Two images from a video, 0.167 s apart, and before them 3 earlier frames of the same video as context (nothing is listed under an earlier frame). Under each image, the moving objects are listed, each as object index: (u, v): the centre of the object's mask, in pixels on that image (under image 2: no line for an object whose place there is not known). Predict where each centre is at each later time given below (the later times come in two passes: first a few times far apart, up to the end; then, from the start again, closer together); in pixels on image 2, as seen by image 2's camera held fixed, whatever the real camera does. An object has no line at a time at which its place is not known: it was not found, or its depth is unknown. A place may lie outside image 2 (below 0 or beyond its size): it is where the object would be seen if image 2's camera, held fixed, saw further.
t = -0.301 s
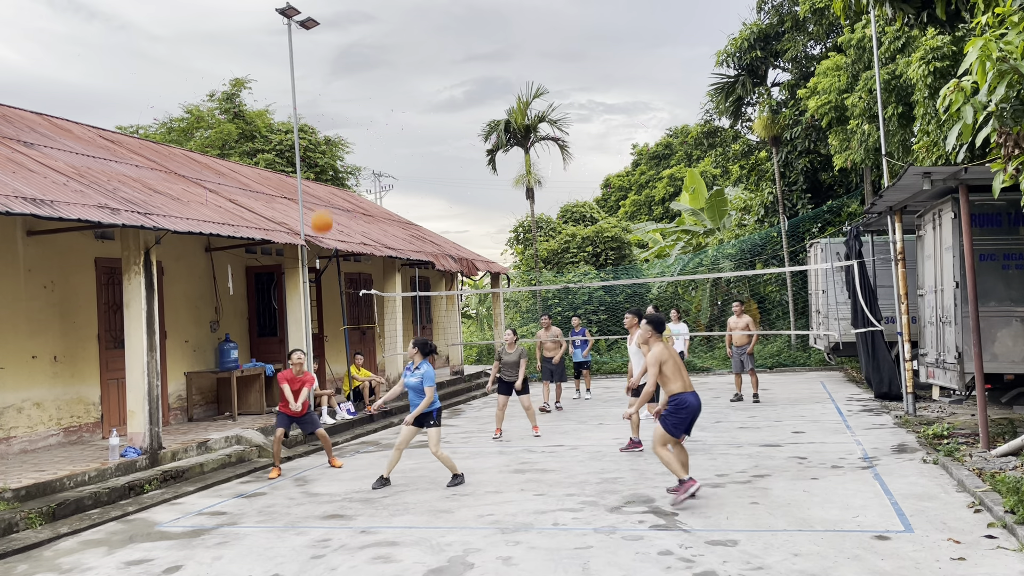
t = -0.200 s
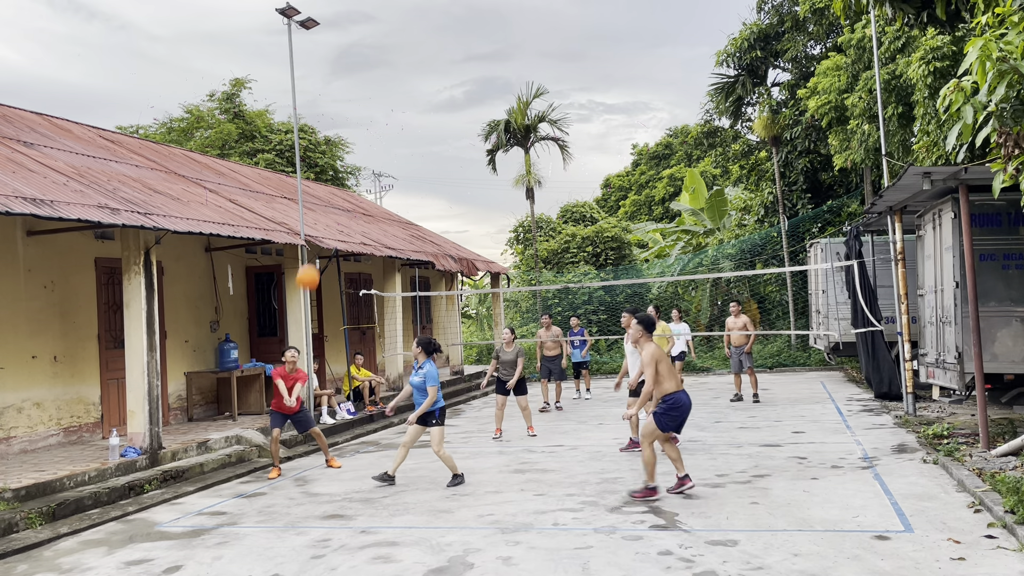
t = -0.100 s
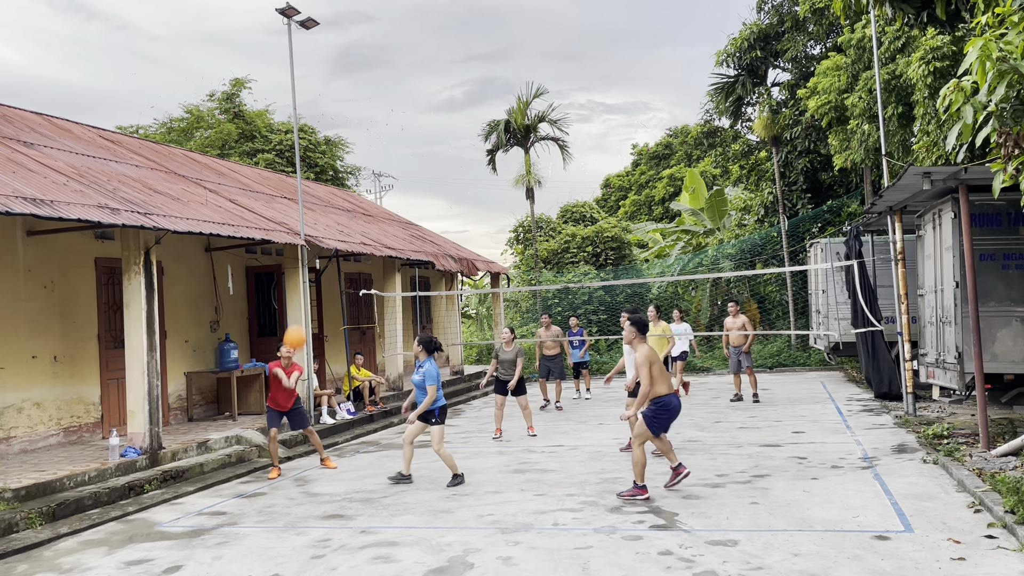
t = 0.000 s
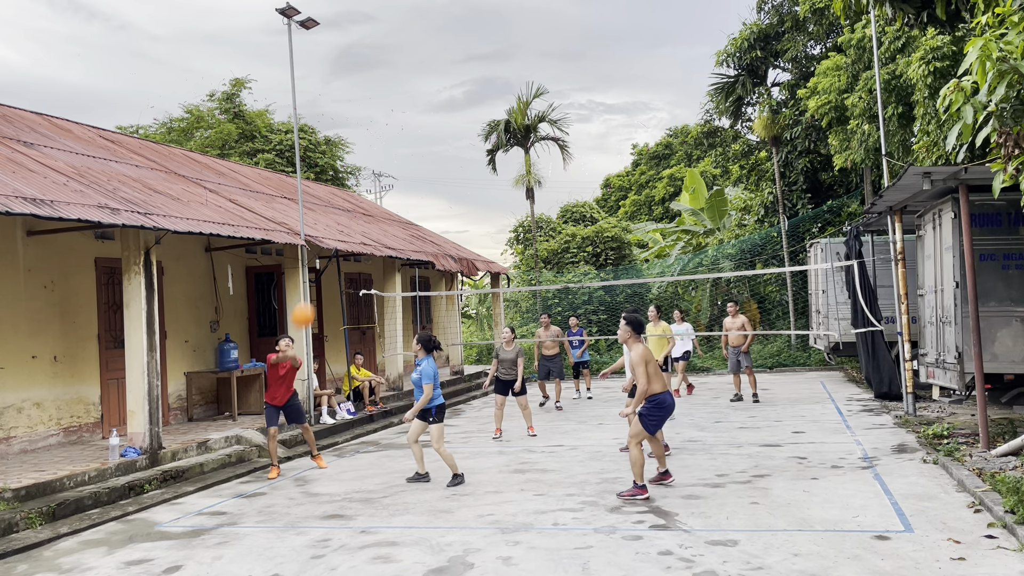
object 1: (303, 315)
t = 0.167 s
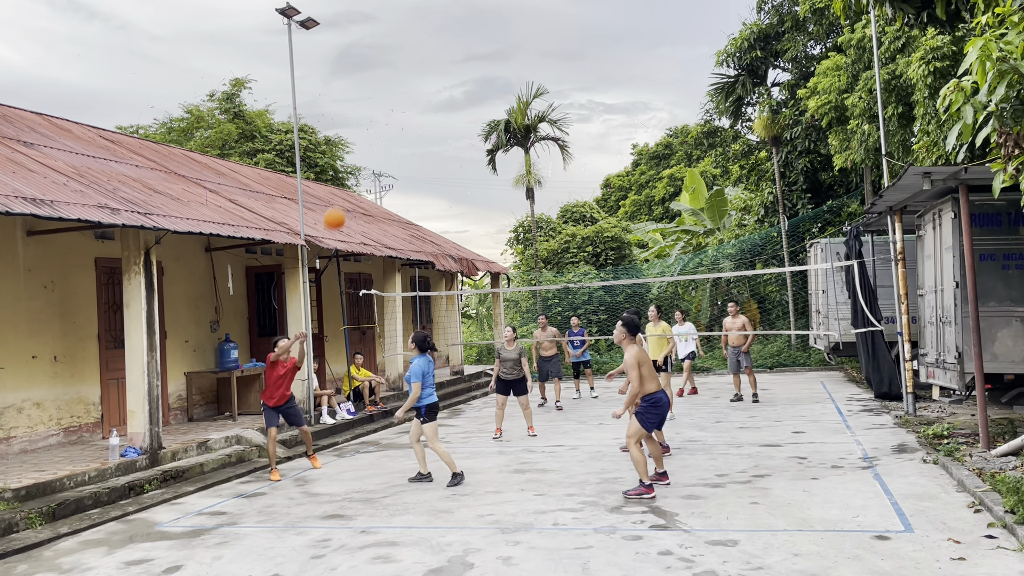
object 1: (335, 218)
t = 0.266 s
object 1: (351, 176)
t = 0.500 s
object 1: (393, 111)
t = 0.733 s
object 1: (435, 98)
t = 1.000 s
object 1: (482, 137)
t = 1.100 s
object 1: (499, 166)
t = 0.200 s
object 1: (340, 203)
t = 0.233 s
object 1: (346, 188)
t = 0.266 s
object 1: (351, 176)
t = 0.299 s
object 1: (357, 164)
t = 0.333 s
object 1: (364, 152)
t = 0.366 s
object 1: (369, 142)
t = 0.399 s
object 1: (375, 132)
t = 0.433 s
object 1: (381, 124)
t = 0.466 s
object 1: (387, 117)
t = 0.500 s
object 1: (393, 111)
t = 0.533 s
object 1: (399, 106)
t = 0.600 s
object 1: (411, 100)
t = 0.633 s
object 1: (417, 98)
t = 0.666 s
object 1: (423, 97)
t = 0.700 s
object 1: (429, 97)
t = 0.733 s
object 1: (435, 98)
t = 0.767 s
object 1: (440, 100)
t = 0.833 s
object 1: (452, 106)
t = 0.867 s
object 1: (458, 110)
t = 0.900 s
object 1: (464, 116)
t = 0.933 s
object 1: (470, 122)
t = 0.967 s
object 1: (476, 129)
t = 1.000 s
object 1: (482, 137)
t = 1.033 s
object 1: (489, 147)
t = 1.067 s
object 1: (494, 156)
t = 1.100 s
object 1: (499, 166)
